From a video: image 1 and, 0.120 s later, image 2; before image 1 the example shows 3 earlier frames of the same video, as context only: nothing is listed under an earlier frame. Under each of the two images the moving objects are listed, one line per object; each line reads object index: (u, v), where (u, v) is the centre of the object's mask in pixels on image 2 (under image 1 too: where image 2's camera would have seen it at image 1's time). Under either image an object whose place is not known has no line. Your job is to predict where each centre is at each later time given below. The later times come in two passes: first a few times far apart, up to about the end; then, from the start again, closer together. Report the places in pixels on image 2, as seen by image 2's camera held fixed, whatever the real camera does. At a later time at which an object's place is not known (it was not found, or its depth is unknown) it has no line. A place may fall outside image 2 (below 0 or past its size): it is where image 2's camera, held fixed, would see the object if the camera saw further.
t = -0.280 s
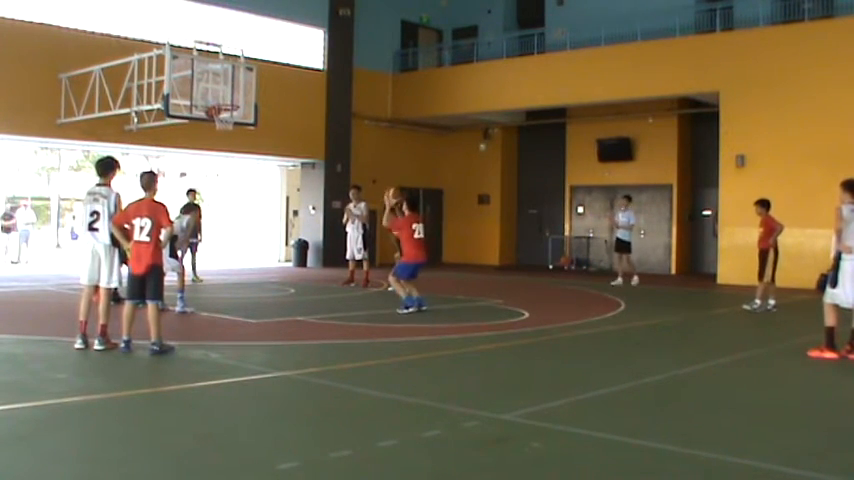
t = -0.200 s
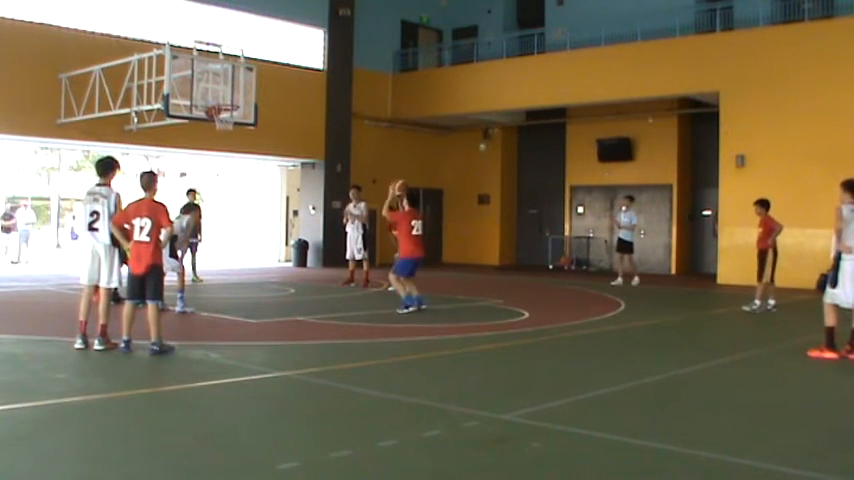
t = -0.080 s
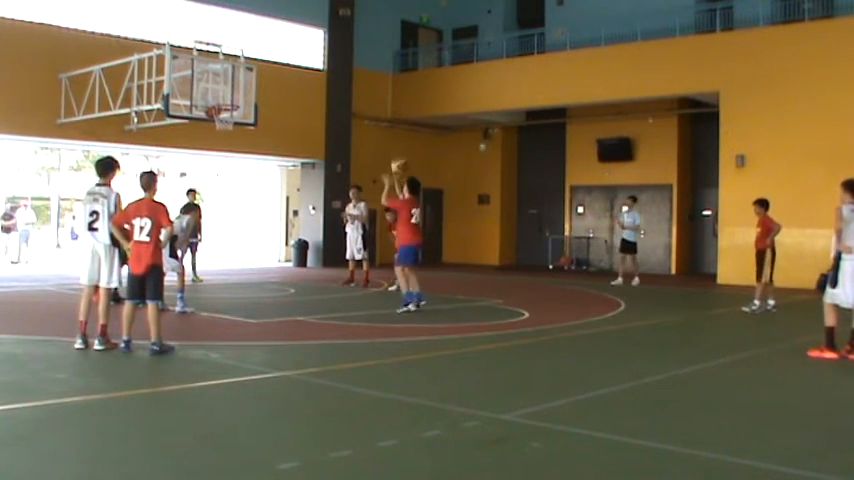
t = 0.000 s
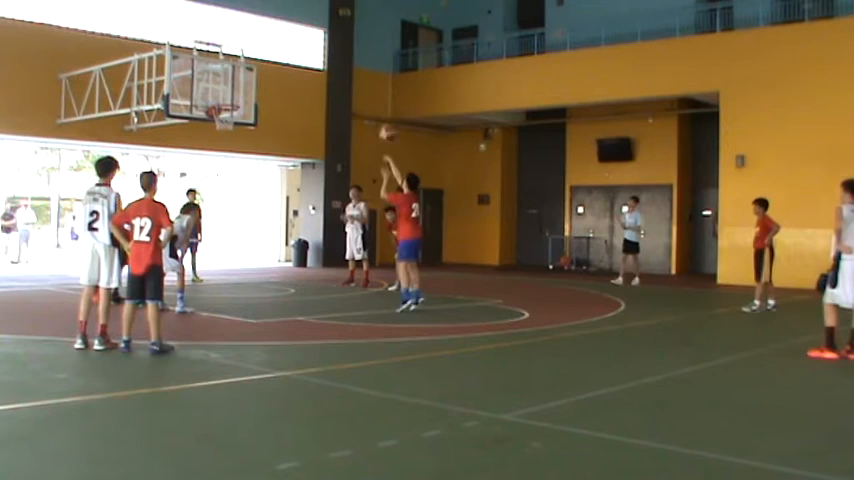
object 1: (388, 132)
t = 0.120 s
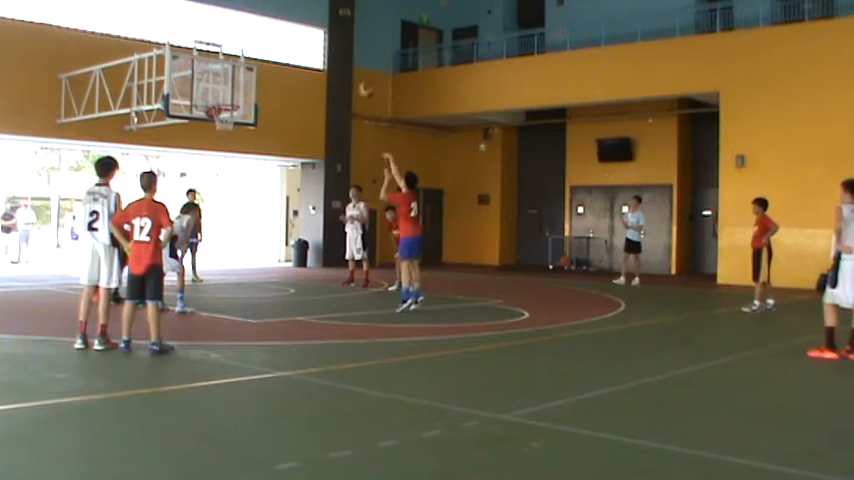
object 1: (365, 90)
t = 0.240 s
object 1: (346, 56)
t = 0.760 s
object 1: (272, 36)
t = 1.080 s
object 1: (230, 100)
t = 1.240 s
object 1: (218, 122)
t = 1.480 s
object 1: (215, 151)
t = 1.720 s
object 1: (211, 210)
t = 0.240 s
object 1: (346, 56)
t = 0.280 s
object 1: (341, 48)
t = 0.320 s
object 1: (335, 41)
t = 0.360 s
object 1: (329, 35)
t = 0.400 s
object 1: (323, 32)
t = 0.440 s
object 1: (318, 29)
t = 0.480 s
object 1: (312, 25)
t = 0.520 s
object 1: (306, 25)
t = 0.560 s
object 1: (300, 24)
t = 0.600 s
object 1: (294, 24)
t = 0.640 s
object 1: (288, 25)
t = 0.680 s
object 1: (283, 28)
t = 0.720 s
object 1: (277, 32)
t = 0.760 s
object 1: (272, 36)
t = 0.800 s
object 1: (266, 41)
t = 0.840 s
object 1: (261, 47)
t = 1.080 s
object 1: (230, 100)
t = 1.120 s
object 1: (225, 112)
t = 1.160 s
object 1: (221, 121)
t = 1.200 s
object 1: (218, 121)
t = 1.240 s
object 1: (218, 122)
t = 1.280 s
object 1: (218, 124)
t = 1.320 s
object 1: (218, 127)
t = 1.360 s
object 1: (217, 131)
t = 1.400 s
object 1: (216, 137)
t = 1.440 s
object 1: (215, 142)
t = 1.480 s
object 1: (215, 151)
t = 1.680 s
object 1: (211, 199)
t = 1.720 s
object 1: (211, 210)
